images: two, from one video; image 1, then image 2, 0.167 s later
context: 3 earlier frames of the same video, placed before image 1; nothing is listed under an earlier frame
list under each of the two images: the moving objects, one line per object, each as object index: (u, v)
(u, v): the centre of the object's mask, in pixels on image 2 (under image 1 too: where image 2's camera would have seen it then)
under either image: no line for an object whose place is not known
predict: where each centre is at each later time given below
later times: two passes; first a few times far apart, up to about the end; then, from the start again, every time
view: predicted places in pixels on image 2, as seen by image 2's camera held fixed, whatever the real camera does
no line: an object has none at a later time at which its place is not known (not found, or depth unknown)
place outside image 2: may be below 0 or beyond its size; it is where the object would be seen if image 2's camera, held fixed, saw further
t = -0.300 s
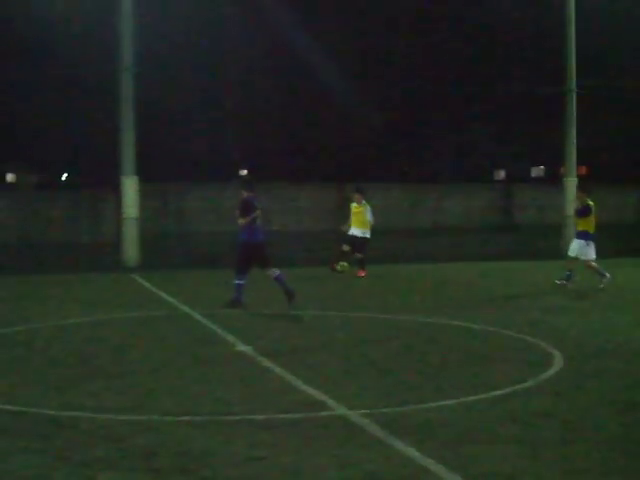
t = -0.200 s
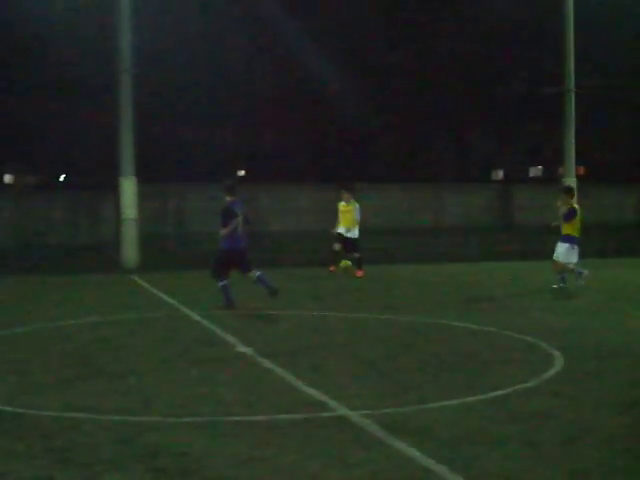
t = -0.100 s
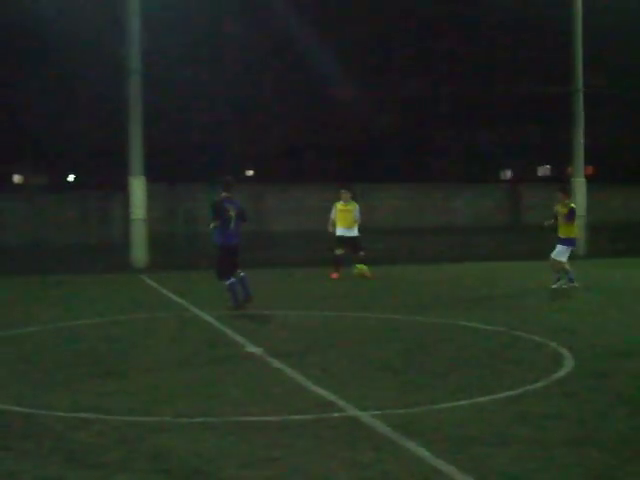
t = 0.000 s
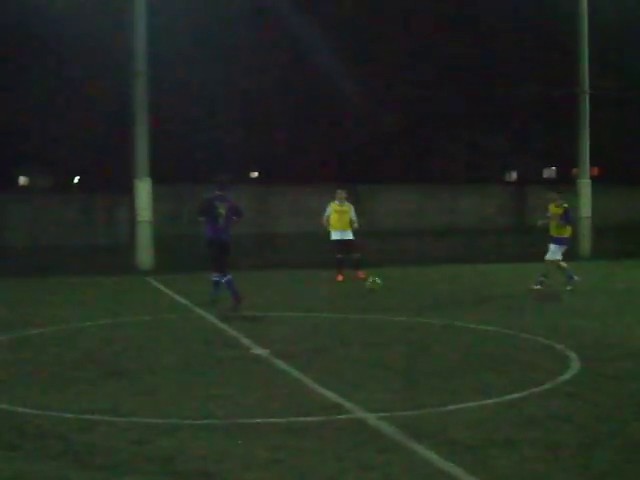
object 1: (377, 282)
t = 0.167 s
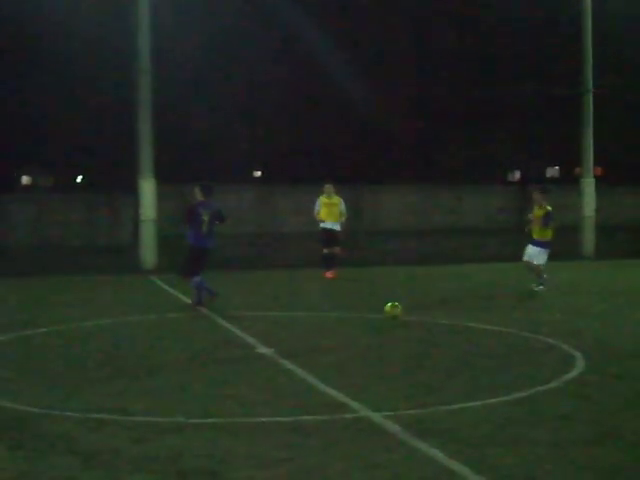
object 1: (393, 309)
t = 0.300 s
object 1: (407, 319)
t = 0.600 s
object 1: (449, 360)
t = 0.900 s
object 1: (514, 424)
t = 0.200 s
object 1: (396, 310)
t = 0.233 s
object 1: (399, 311)
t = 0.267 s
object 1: (402, 315)
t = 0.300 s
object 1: (407, 319)
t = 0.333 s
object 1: (411, 323)
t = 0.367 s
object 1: (415, 331)
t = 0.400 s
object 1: (420, 339)
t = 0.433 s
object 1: (425, 345)
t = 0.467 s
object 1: (429, 345)
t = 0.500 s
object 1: (433, 346)
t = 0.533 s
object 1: (438, 348)
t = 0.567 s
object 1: (443, 352)
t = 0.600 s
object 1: (449, 360)
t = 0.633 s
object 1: (455, 368)
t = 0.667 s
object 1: (460, 378)
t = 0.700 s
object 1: (467, 382)
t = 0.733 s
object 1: (474, 388)
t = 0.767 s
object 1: (479, 392)
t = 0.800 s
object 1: (487, 400)
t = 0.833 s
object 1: (496, 409)
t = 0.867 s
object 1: (504, 415)
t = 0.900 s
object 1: (514, 424)
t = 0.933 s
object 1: (524, 436)
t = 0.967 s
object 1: (534, 444)
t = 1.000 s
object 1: (547, 456)
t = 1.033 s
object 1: (558, 465)
